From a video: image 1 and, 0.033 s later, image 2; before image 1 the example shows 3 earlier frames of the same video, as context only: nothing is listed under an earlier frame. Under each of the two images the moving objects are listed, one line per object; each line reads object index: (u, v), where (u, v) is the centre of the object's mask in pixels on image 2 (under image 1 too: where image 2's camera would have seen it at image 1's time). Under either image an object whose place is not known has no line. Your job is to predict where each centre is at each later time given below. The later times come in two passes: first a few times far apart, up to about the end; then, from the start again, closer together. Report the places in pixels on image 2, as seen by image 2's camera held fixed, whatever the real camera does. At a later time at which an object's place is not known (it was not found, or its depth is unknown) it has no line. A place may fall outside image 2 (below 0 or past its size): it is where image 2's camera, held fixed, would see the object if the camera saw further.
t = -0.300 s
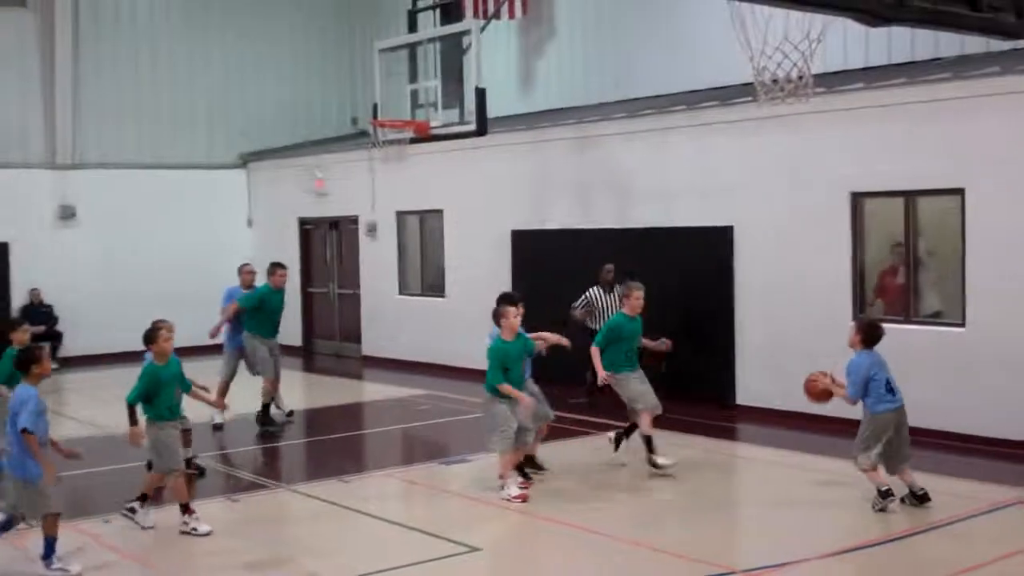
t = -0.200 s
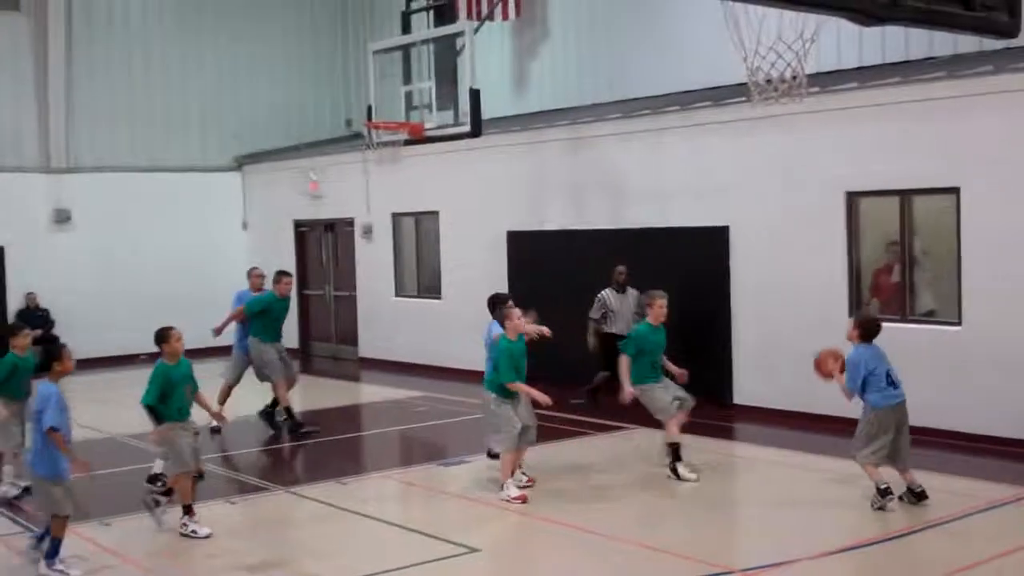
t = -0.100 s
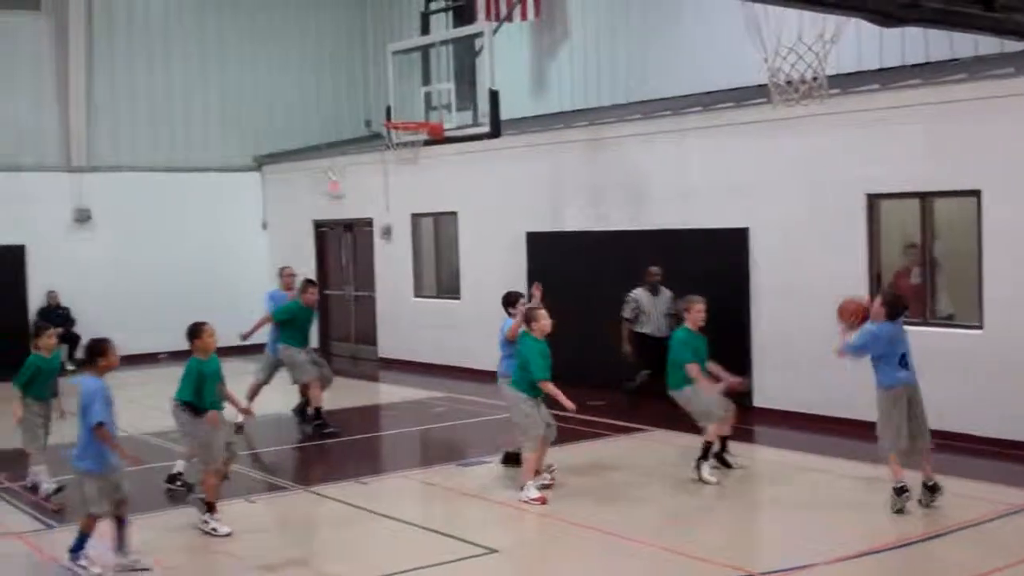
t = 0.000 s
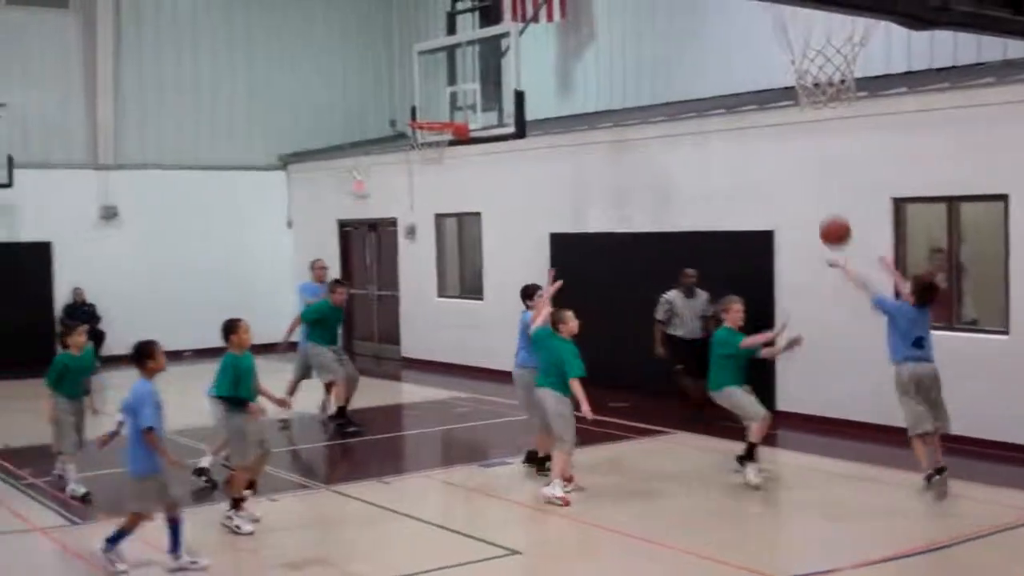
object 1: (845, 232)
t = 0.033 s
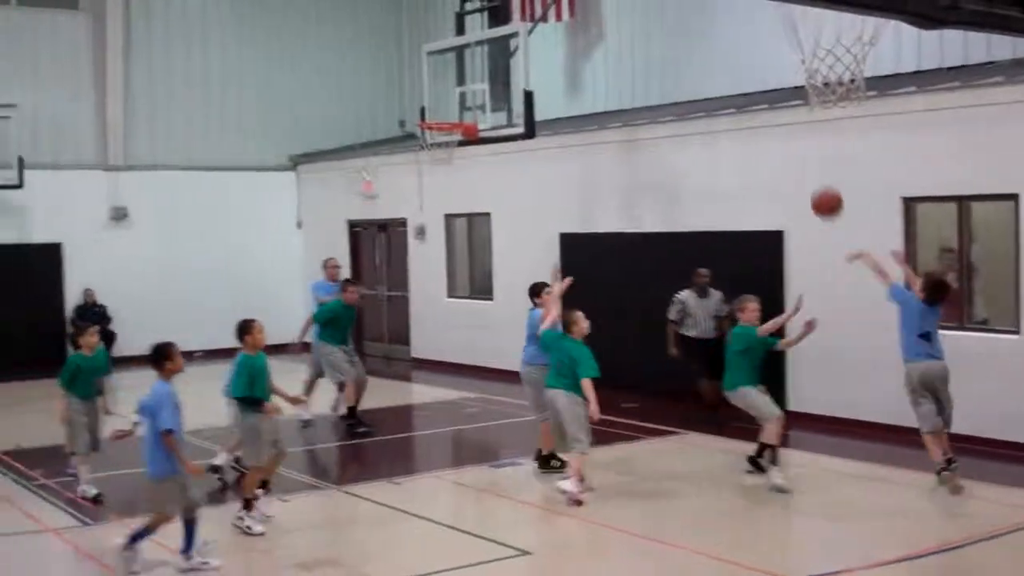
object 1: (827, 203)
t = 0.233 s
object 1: (726, 74)
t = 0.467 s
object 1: (629, 4)
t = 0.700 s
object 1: (548, 1)
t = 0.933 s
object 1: (477, 53)
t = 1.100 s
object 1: (433, 119)
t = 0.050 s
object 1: (817, 189)
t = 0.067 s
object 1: (809, 177)
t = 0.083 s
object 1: (800, 164)
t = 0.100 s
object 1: (792, 152)
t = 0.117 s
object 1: (783, 141)
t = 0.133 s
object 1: (775, 130)
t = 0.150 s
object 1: (766, 120)
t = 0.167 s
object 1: (758, 111)
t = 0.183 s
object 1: (749, 101)
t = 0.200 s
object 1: (742, 93)
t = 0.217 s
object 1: (734, 83)
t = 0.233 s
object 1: (726, 74)
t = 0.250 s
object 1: (718, 67)
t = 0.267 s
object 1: (711, 59)
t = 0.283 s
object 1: (704, 52)
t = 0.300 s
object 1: (696, 45)
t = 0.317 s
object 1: (689, 39)
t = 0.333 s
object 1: (682, 34)
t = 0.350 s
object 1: (675, 29)
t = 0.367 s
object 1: (668, 25)
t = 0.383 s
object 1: (662, 21)
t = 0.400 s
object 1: (655, 16)
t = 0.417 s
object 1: (649, 13)
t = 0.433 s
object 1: (642, 9)
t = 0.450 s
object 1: (635, 6)
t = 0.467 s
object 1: (629, 4)
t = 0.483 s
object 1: (623, 1)
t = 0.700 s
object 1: (548, 1)
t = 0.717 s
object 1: (542, 4)
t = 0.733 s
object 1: (538, 7)
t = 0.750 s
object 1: (532, 9)
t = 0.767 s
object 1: (526, 10)
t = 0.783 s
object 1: (522, 14)
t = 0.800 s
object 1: (514, 18)
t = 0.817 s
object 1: (509, 20)
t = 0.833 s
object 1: (506, 24)
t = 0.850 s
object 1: (502, 26)
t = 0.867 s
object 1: (496, 32)
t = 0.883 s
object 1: (490, 38)
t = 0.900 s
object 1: (484, 43)
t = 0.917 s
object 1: (481, 47)
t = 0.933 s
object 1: (477, 53)
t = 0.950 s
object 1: (473, 59)
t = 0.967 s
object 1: (468, 63)
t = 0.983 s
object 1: (464, 71)
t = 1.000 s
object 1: (459, 77)
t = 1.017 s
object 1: (454, 84)
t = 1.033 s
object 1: (450, 90)
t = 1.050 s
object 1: (446, 97)
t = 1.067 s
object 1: (442, 105)
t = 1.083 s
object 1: (438, 111)
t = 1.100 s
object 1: (433, 119)
